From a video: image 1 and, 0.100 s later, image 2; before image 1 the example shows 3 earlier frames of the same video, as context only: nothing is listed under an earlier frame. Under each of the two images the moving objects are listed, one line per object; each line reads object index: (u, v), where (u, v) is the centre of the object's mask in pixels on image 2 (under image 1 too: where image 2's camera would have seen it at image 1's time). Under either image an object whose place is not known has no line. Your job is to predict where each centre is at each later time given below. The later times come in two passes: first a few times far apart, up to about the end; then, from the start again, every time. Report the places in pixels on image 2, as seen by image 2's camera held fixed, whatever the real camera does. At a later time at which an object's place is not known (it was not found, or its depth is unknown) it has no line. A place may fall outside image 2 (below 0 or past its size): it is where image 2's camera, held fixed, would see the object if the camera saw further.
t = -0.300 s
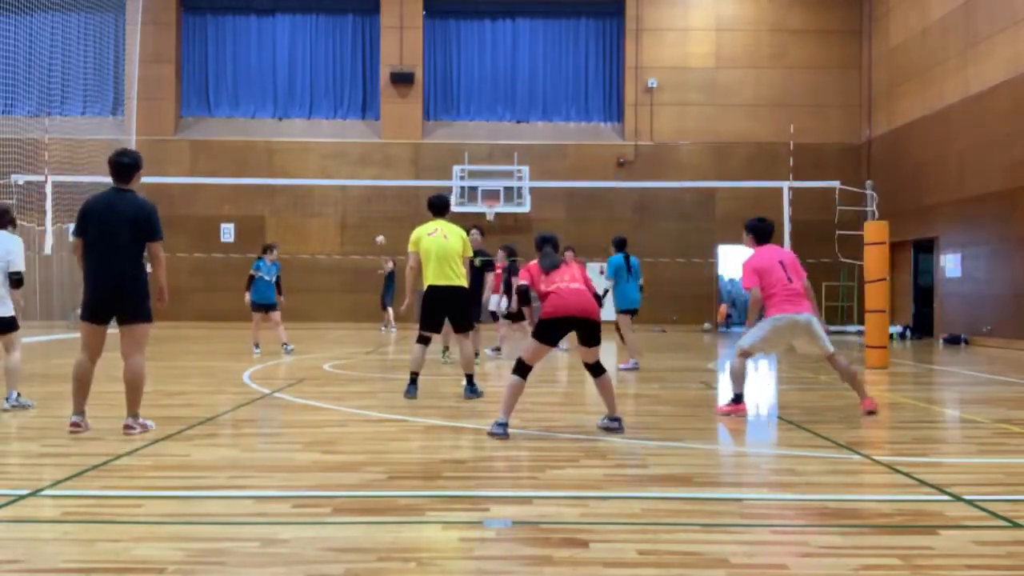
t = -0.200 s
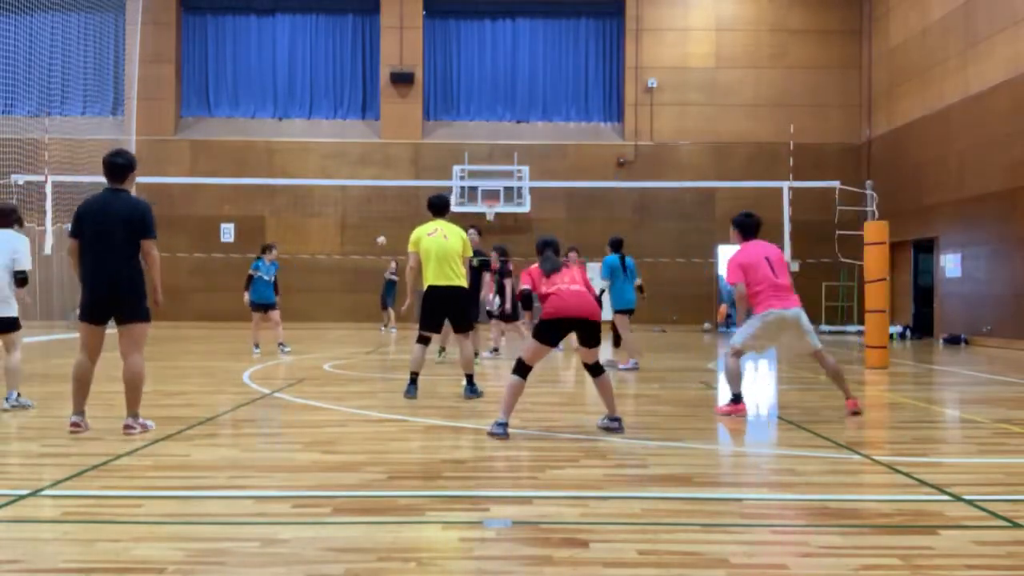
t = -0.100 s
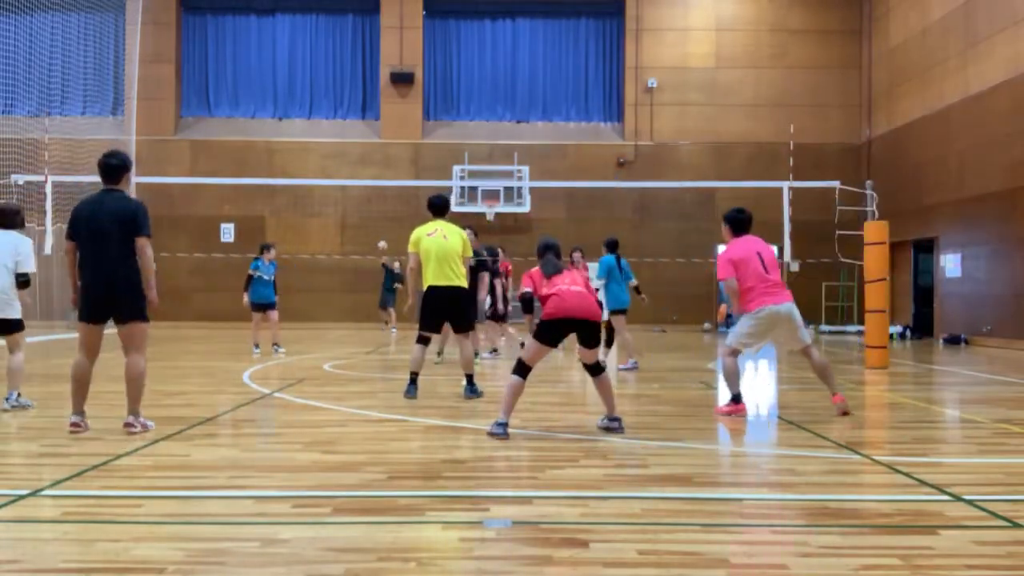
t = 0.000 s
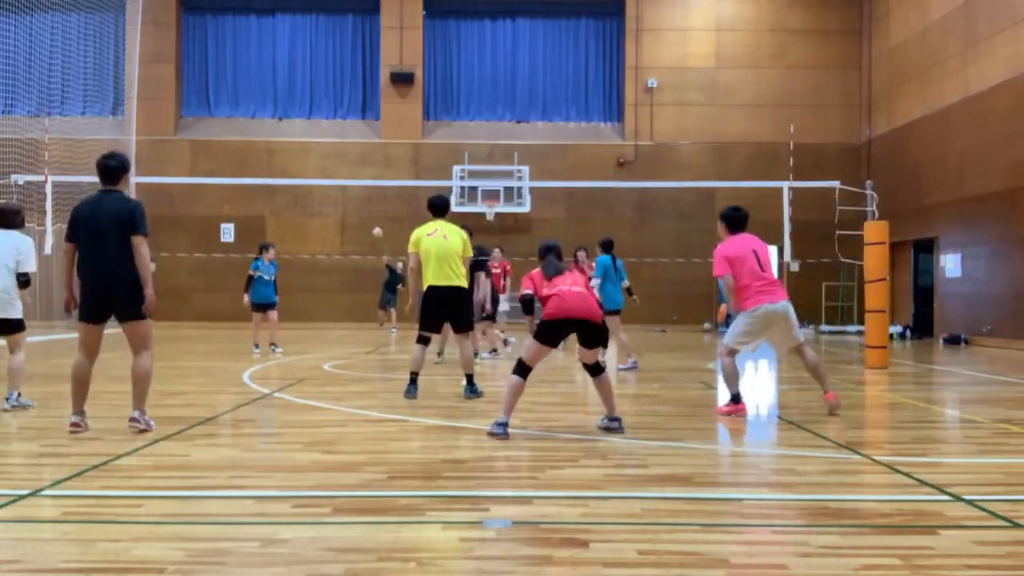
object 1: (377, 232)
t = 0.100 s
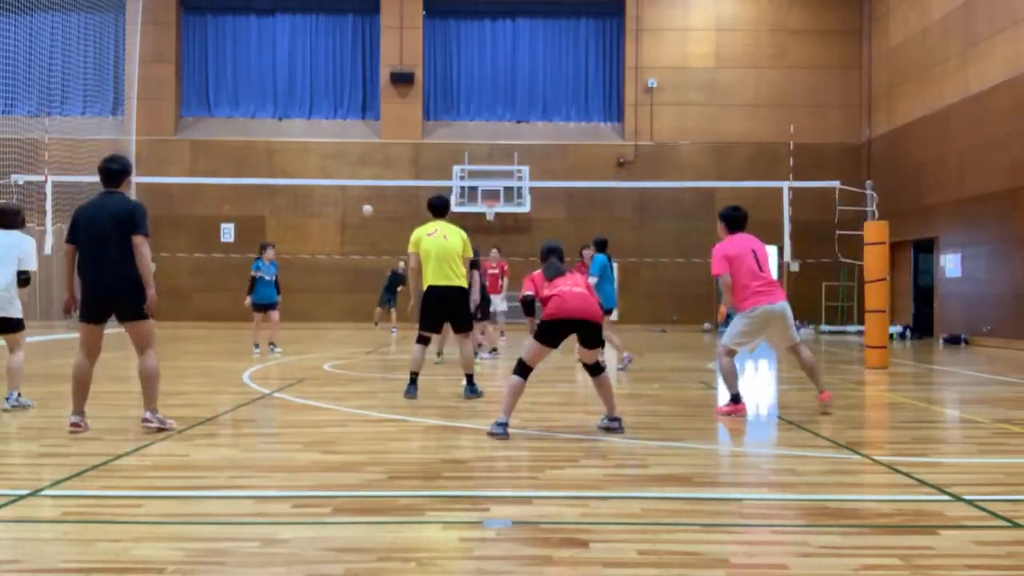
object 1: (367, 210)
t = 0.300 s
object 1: (340, 172)
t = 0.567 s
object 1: (292, 144)
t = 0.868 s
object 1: (216, 171)
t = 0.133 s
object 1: (363, 203)
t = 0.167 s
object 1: (358, 197)
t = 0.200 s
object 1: (354, 190)
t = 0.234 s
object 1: (348, 179)
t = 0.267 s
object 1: (345, 175)
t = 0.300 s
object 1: (340, 172)
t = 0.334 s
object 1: (335, 166)
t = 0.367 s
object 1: (330, 162)
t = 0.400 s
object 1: (324, 157)
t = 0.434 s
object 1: (318, 153)
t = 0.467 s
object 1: (313, 149)
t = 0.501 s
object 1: (306, 146)
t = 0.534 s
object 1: (299, 145)
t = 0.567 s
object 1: (292, 144)
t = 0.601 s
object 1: (286, 143)
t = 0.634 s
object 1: (277, 142)
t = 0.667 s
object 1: (269, 144)
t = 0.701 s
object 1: (261, 146)
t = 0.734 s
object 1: (253, 149)
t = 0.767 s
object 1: (245, 153)
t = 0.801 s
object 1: (236, 157)
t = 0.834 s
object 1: (226, 164)
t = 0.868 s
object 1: (216, 171)
